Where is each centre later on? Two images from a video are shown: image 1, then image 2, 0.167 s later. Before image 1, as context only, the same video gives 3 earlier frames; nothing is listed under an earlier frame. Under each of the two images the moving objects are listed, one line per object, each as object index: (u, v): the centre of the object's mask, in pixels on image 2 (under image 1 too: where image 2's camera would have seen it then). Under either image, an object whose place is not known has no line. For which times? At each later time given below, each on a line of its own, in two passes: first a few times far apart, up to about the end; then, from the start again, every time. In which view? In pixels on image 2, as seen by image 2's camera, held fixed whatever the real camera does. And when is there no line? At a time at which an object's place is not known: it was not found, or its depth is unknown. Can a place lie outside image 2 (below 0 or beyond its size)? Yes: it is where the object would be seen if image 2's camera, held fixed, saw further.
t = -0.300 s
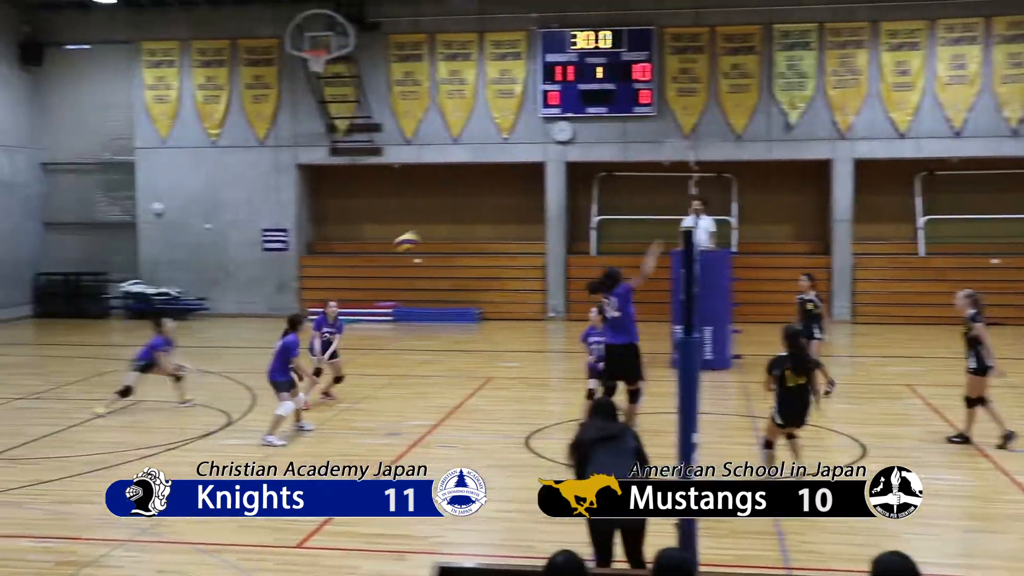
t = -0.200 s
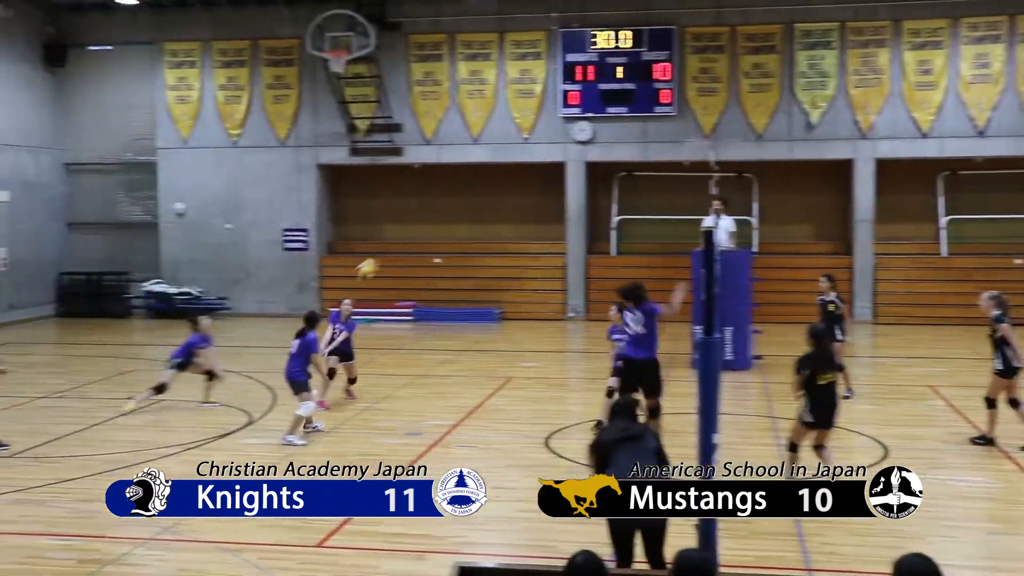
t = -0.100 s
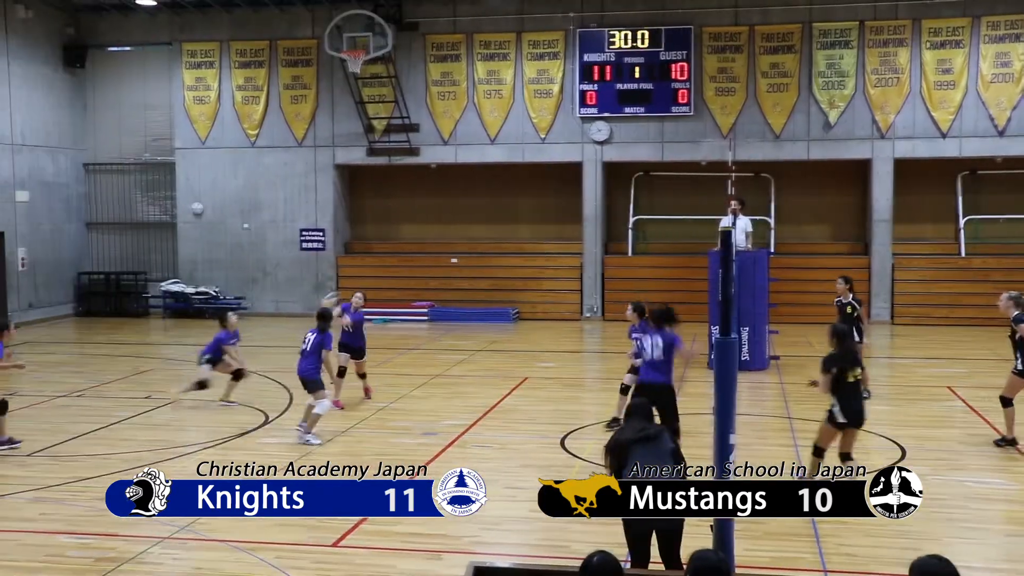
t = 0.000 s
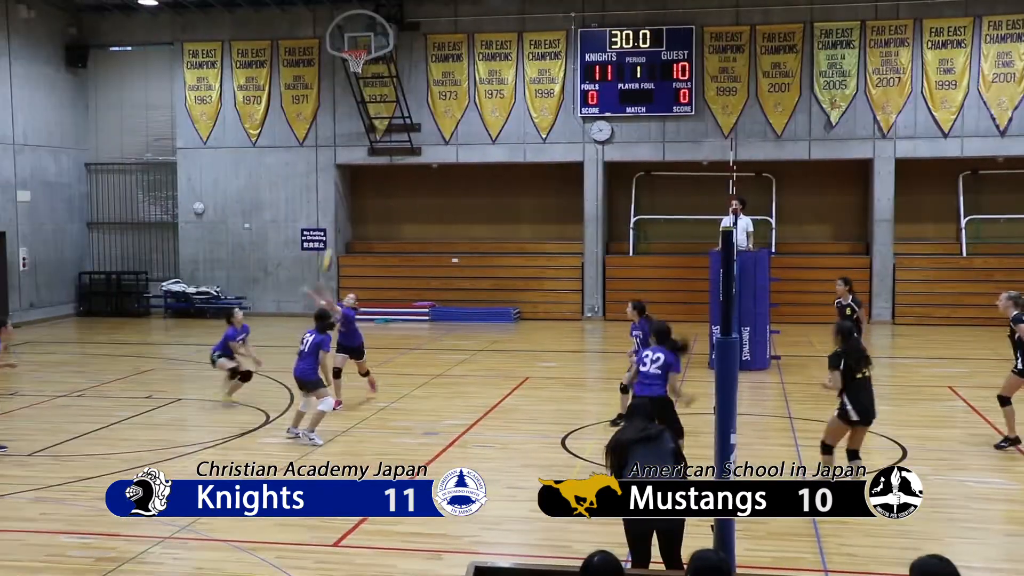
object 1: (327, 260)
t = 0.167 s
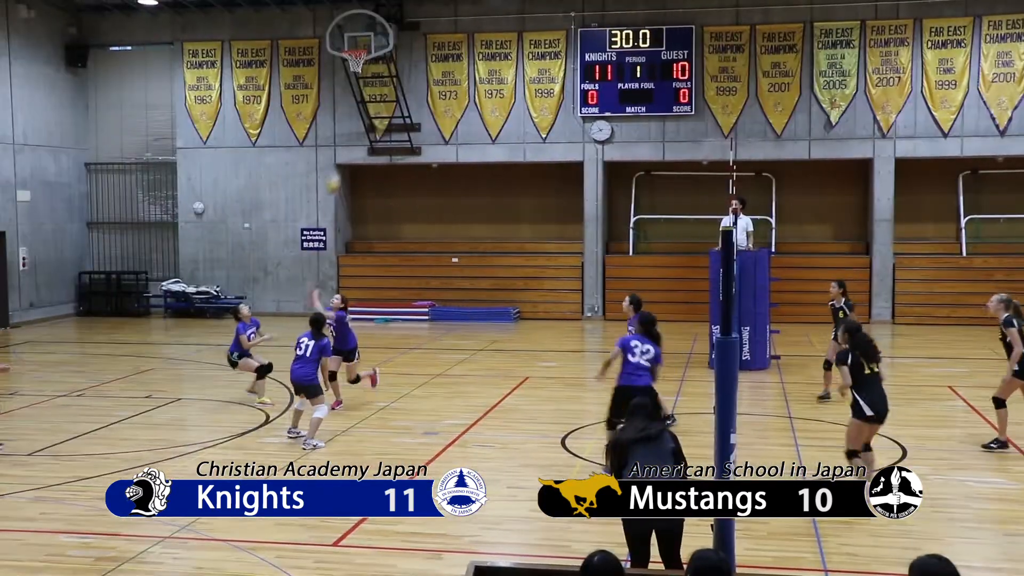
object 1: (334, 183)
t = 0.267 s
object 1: (336, 149)
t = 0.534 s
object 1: (349, 92)
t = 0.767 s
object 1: (359, 92)
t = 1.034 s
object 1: (373, 151)
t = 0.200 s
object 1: (334, 171)
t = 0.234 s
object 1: (335, 159)
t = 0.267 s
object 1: (336, 149)
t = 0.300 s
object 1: (338, 138)
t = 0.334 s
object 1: (339, 127)
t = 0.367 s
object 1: (341, 119)
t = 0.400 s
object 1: (342, 112)
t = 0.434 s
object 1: (344, 105)
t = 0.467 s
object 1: (346, 100)
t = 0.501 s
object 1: (347, 95)
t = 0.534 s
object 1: (349, 92)
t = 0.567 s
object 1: (350, 89)
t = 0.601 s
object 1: (351, 87)
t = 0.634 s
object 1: (353, 86)
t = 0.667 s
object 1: (354, 86)
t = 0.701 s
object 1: (356, 87)
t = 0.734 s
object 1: (357, 89)
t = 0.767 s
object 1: (359, 92)
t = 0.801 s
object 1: (361, 95)
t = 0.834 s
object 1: (362, 100)
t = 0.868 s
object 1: (364, 105)
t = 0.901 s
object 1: (366, 112)
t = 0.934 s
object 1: (367, 121)
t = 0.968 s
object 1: (368, 127)
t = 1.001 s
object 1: (371, 140)
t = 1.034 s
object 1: (373, 151)
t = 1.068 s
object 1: (374, 164)
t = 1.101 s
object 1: (376, 177)
